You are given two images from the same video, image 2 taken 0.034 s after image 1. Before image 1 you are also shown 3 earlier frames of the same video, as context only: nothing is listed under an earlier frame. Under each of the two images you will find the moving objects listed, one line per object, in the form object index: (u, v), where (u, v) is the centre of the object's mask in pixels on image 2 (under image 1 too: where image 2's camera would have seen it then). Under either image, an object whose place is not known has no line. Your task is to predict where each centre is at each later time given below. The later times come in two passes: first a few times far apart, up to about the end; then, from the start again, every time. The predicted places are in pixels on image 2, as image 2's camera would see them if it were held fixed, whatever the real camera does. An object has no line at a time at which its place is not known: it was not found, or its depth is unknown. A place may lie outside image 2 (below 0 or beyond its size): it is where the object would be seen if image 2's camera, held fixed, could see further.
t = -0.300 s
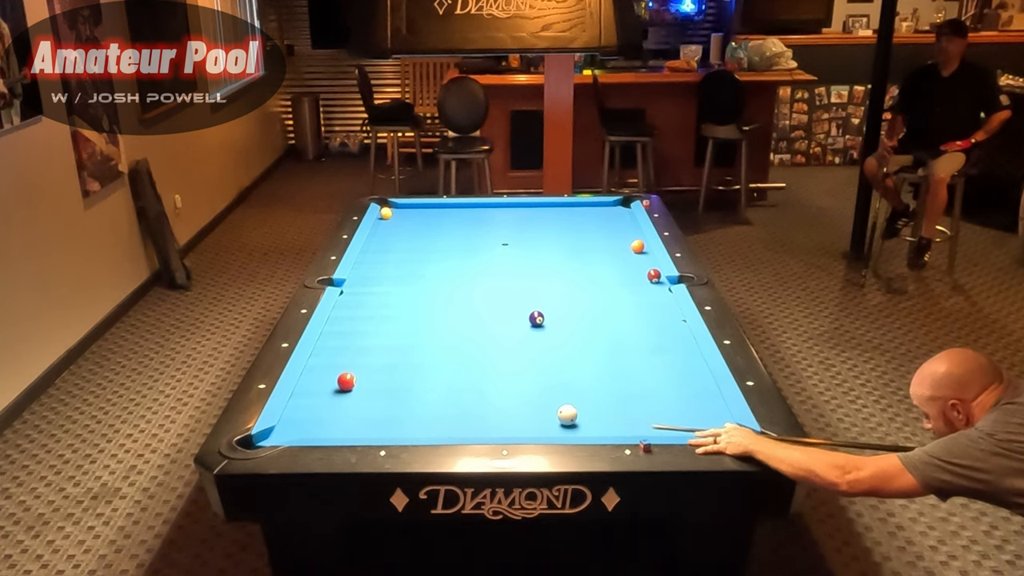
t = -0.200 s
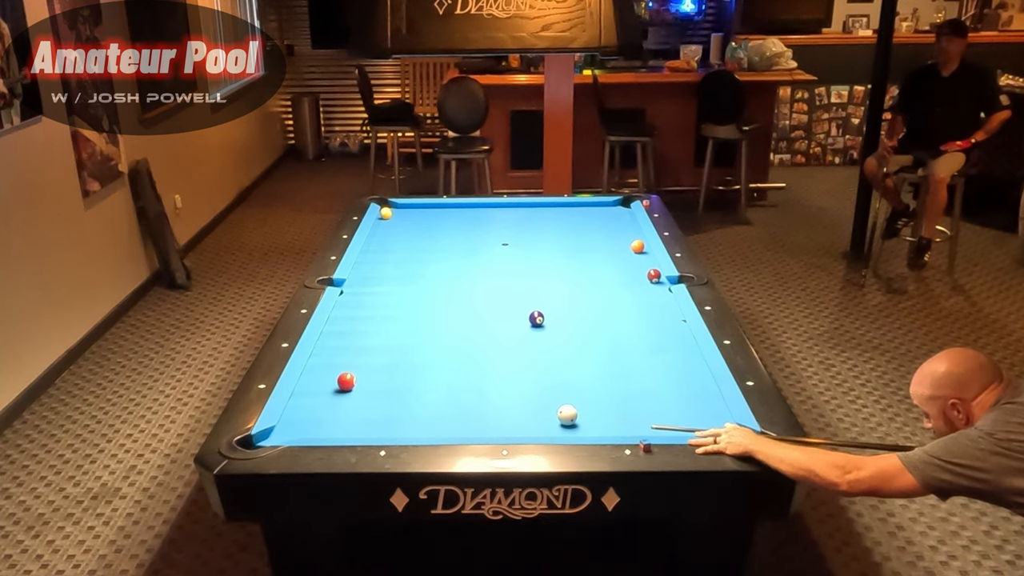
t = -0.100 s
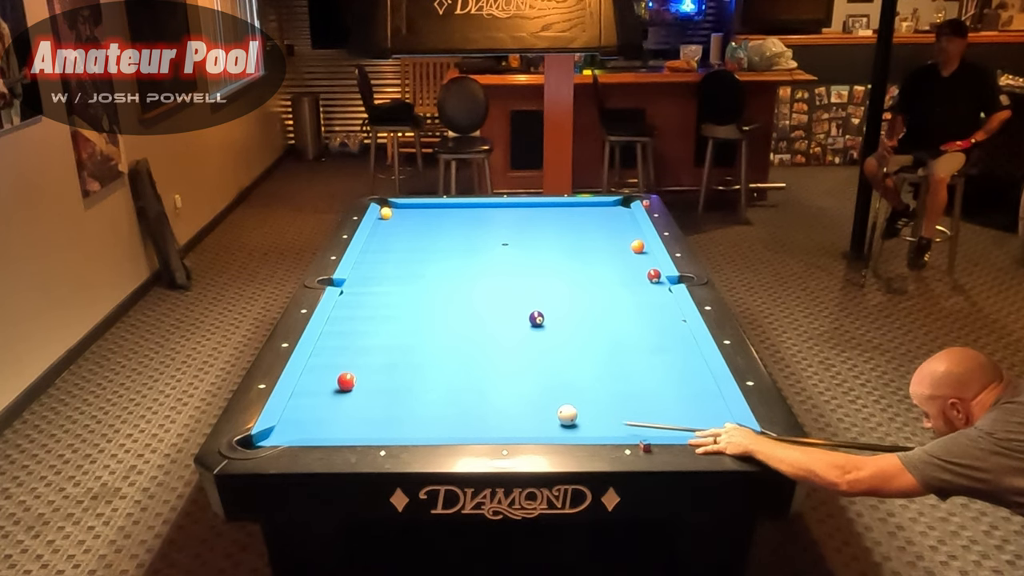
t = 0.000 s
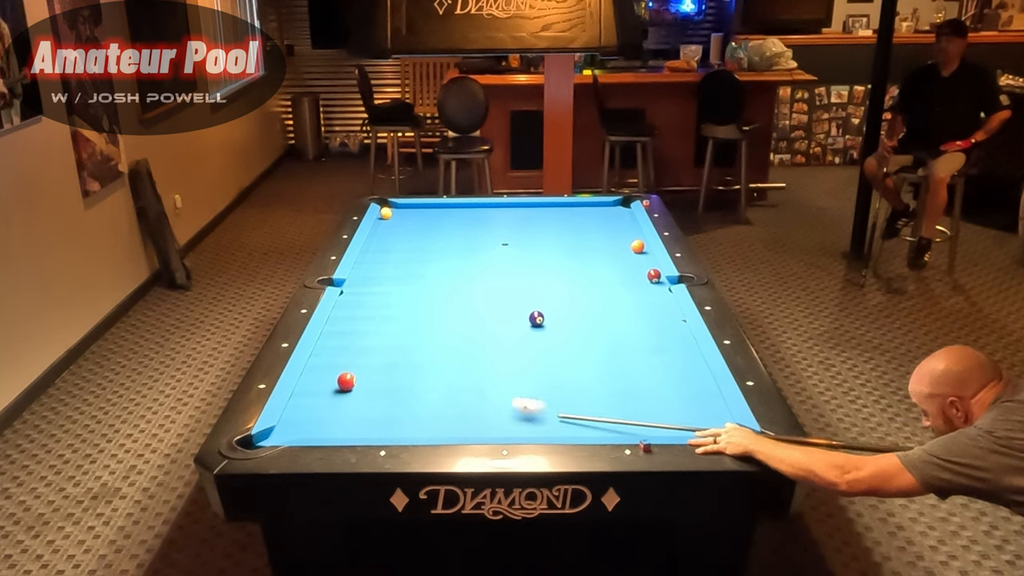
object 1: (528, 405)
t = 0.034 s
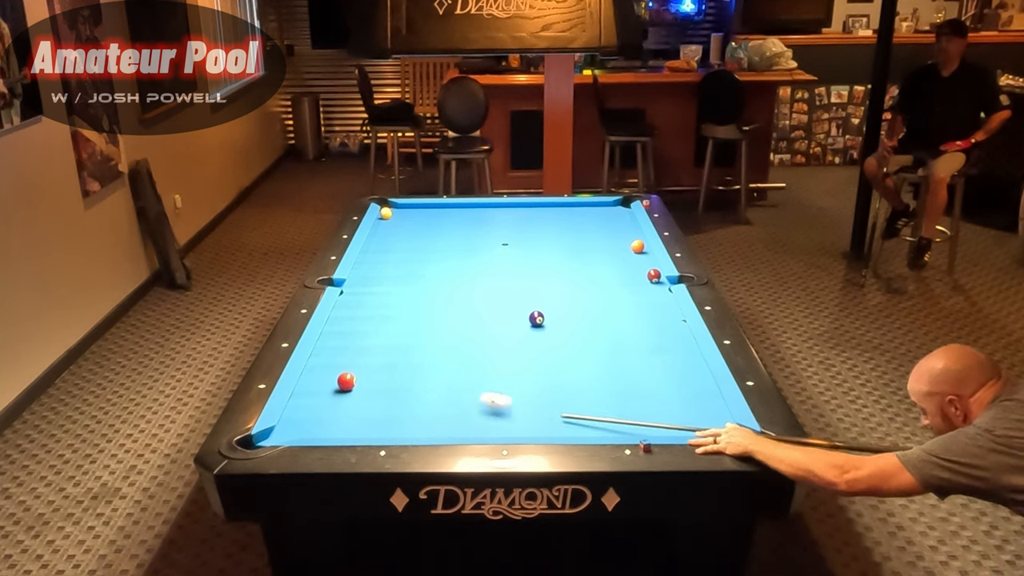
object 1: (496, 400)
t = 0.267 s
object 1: (368, 372)
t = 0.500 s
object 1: (378, 351)
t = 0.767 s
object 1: (388, 330)
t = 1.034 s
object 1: (397, 312)
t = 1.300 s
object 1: (405, 295)
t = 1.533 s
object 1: (411, 283)
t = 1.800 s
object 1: (417, 270)
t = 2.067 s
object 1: (424, 259)
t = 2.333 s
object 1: (429, 249)
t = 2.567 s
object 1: (434, 240)
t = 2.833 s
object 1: (439, 232)
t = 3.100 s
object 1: (443, 225)
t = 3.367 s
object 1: (447, 218)
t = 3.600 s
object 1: (450, 213)
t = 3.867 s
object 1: (454, 207)
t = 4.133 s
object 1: (460, 206)
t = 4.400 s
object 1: (468, 209)
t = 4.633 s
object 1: (476, 211)
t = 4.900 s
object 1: (483, 213)
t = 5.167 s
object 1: (489, 215)
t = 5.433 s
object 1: (496, 217)
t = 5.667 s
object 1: (500, 218)
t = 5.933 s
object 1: (505, 219)
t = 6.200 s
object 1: (508, 220)
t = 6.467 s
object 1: (511, 221)
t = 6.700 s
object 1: (513, 222)
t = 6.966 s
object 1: (514, 222)
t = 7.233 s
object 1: (514, 222)
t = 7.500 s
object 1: (514, 222)
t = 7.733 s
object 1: (514, 222)
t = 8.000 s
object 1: (514, 222)
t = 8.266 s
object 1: (514, 222)
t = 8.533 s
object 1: (514, 222)
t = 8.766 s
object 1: (514, 222)
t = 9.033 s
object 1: (514, 222)
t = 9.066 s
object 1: (514, 222)
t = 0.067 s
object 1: (466, 396)
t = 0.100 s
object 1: (437, 391)
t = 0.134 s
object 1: (410, 386)
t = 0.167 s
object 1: (385, 382)
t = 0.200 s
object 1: (365, 380)
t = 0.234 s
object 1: (366, 376)
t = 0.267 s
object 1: (368, 372)
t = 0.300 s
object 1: (369, 368)
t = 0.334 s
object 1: (371, 365)
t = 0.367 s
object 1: (372, 362)
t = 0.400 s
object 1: (374, 359)
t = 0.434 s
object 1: (375, 356)
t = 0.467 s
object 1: (376, 354)
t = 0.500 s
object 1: (378, 351)
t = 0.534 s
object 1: (379, 348)
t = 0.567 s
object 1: (381, 345)
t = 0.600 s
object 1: (382, 342)
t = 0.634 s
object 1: (383, 340)
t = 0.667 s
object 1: (384, 337)
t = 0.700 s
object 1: (385, 335)
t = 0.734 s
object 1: (387, 332)
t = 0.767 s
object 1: (388, 330)
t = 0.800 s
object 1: (389, 327)
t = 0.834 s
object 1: (390, 325)
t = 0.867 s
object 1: (391, 322)
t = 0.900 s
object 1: (392, 320)
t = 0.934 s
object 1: (394, 318)
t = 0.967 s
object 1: (395, 316)
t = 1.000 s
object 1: (396, 314)
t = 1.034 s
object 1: (397, 312)
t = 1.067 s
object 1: (398, 309)
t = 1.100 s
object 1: (399, 307)
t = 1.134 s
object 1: (400, 305)
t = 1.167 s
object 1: (401, 303)
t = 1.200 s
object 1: (402, 301)
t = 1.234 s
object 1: (403, 299)
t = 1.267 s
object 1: (404, 297)
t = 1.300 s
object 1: (405, 295)
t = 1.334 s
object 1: (406, 293)
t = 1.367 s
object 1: (406, 292)
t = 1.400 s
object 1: (407, 290)
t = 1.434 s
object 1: (408, 288)
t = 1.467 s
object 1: (409, 286)
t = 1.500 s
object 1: (410, 284)
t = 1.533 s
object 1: (411, 283)
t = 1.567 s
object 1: (412, 281)
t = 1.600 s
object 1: (413, 279)
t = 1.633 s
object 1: (414, 278)
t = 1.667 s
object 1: (414, 276)
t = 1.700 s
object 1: (415, 275)
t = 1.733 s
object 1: (416, 273)
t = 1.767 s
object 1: (417, 272)
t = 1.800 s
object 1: (417, 270)
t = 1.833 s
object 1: (418, 269)
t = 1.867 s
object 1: (419, 267)
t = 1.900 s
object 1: (420, 266)
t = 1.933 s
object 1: (421, 264)
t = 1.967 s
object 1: (421, 263)
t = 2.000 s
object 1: (422, 261)
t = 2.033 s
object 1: (423, 260)
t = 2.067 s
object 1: (424, 259)
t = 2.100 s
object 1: (424, 258)
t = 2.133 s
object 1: (425, 256)
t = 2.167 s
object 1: (426, 255)
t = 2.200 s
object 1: (427, 253)
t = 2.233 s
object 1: (427, 252)
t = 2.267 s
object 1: (428, 251)
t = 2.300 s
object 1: (428, 250)
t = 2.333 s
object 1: (429, 249)
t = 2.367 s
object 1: (430, 247)
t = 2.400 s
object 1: (431, 246)
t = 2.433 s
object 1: (431, 245)
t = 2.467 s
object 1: (432, 244)
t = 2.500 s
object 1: (433, 243)
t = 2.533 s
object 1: (433, 242)
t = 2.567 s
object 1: (434, 240)
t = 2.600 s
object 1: (434, 239)
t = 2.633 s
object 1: (435, 238)
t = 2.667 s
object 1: (436, 237)
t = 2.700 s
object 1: (436, 236)
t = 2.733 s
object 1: (437, 236)
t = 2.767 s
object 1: (437, 234)
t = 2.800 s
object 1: (438, 233)
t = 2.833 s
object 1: (439, 232)
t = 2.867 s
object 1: (439, 231)
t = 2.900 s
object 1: (440, 230)
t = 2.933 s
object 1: (440, 229)
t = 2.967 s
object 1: (441, 229)
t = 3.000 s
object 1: (441, 228)
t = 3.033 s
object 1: (442, 226)
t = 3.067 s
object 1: (443, 226)
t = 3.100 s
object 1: (443, 225)
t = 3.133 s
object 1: (444, 224)
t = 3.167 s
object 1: (444, 223)
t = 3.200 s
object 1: (444, 222)
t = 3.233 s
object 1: (445, 221)
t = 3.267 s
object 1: (446, 220)
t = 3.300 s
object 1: (446, 220)
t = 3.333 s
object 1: (447, 219)
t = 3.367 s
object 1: (447, 218)
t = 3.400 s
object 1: (447, 217)
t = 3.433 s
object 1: (448, 216)
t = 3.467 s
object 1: (449, 216)
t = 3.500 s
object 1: (449, 215)
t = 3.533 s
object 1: (449, 214)
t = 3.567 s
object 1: (450, 213)
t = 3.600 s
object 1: (450, 213)
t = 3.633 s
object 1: (450, 212)
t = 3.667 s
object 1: (451, 211)
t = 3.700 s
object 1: (451, 211)
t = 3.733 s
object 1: (452, 210)
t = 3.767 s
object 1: (452, 209)
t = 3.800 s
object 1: (453, 208)
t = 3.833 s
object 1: (453, 208)
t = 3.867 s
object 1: (454, 207)
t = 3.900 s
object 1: (454, 207)
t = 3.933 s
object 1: (454, 206)
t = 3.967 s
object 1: (455, 205)
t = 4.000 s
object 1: (455, 205)
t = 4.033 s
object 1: (456, 205)
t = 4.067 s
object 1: (458, 206)
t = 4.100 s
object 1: (459, 206)
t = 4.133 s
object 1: (460, 206)
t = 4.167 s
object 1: (461, 206)
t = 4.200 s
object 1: (462, 207)
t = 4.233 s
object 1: (463, 207)
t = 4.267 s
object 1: (464, 208)
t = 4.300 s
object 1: (465, 208)
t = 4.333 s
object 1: (466, 208)
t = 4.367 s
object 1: (467, 208)
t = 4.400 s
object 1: (468, 209)
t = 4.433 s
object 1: (469, 209)
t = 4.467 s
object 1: (470, 209)
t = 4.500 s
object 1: (471, 210)
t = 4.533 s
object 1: (473, 210)
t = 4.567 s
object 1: (473, 210)
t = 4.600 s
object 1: (474, 211)
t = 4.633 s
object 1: (476, 211)
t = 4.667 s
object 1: (476, 211)
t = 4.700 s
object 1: (477, 211)
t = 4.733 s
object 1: (478, 212)
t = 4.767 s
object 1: (479, 212)
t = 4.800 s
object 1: (480, 212)
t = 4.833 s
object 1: (481, 213)
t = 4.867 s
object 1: (482, 213)
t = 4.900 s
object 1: (483, 213)
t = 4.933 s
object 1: (484, 213)
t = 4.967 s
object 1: (485, 214)
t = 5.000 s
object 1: (485, 214)
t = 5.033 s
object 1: (486, 214)
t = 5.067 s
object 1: (487, 214)
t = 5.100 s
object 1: (488, 214)
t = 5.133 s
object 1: (489, 215)
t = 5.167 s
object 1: (489, 215)
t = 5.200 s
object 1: (490, 215)
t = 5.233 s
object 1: (491, 215)
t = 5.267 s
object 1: (492, 215)
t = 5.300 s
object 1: (493, 216)
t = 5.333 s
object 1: (493, 216)
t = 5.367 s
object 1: (494, 216)
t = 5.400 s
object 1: (495, 216)
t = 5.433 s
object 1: (496, 217)
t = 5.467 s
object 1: (496, 217)
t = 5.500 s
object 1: (497, 217)
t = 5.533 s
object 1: (497, 217)
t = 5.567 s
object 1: (498, 218)
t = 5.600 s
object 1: (499, 218)
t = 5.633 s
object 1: (499, 218)
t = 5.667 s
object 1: (500, 218)
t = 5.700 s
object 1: (501, 218)
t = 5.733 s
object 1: (501, 218)
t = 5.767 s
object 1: (502, 219)
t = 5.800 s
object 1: (502, 219)
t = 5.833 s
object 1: (503, 219)
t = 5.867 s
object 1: (504, 219)
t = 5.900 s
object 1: (504, 219)
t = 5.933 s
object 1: (505, 219)
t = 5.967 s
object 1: (505, 219)
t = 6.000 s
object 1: (506, 220)
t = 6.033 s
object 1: (506, 220)
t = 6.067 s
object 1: (507, 220)
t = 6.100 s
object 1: (507, 220)
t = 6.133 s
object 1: (508, 220)
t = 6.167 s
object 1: (508, 220)
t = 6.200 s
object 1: (508, 220)
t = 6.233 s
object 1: (509, 220)
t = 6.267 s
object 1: (509, 221)
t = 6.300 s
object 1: (510, 221)
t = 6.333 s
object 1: (510, 221)
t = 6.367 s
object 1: (510, 221)
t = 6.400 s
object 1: (511, 221)
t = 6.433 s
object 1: (511, 221)
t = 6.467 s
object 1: (511, 221)
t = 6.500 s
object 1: (511, 221)
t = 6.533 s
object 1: (512, 221)
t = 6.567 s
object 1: (512, 221)
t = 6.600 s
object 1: (512, 222)
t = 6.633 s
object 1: (512, 222)
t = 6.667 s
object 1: (512, 222)
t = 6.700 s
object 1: (513, 222)
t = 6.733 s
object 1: (513, 222)
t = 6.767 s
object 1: (513, 222)
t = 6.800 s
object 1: (513, 222)
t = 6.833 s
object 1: (514, 222)
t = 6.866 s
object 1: (514, 222)
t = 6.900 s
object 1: (514, 222)
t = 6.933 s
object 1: (514, 222)
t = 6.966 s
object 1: (514, 222)
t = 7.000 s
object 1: (514, 222)
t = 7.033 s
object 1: (514, 222)
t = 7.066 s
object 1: (514, 222)
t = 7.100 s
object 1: (514, 222)
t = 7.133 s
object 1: (514, 222)
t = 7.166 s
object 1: (514, 222)
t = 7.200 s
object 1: (514, 222)
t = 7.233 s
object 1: (514, 222)
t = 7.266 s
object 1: (514, 222)
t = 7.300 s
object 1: (514, 222)
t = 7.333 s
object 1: (514, 222)
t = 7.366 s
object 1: (514, 222)
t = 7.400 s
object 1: (514, 222)
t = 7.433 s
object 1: (514, 222)
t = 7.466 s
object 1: (514, 222)
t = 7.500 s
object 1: (514, 222)
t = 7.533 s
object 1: (514, 222)
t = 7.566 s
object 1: (514, 222)
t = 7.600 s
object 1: (514, 222)
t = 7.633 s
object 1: (514, 222)
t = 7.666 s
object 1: (514, 222)
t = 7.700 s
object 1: (514, 222)
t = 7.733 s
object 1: (514, 222)
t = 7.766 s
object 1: (514, 222)
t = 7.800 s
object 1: (514, 222)
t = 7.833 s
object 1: (514, 222)
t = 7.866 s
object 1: (514, 222)
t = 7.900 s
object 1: (514, 222)
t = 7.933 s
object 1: (514, 222)
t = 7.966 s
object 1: (514, 222)
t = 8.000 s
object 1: (514, 222)
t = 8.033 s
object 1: (514, 222)
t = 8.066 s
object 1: (514, 222)
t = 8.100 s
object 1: (514, 222)
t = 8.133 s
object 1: (514, 222)
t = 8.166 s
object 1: (514, 222)
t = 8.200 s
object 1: (514, 222)
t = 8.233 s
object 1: (514, 222)
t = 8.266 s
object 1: (514, 222)
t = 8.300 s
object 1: (514, 222)
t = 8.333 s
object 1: (514, 222)
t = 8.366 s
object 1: (514, 222)
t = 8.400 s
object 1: (514, 222)
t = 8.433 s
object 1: (514, 222)
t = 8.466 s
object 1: (514, 222)
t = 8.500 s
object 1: (514, 222)
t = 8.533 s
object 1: (514, 222)
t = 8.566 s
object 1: (514, 222)
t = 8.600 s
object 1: (514, 222)
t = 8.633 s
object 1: (514, 222)
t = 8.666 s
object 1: (514, 222)
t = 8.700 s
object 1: (514, 222)
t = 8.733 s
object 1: (514, 222)
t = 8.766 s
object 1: (514, 222)
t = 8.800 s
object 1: (514, 222)
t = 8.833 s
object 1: (514, 222)
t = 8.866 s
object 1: (514, 222)
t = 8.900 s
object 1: (514, 222)
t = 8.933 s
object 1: (514, 222)
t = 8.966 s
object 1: (514, 222)
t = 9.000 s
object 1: (514, 222)
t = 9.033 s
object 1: (514, 222)
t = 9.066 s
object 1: (514, 222)
